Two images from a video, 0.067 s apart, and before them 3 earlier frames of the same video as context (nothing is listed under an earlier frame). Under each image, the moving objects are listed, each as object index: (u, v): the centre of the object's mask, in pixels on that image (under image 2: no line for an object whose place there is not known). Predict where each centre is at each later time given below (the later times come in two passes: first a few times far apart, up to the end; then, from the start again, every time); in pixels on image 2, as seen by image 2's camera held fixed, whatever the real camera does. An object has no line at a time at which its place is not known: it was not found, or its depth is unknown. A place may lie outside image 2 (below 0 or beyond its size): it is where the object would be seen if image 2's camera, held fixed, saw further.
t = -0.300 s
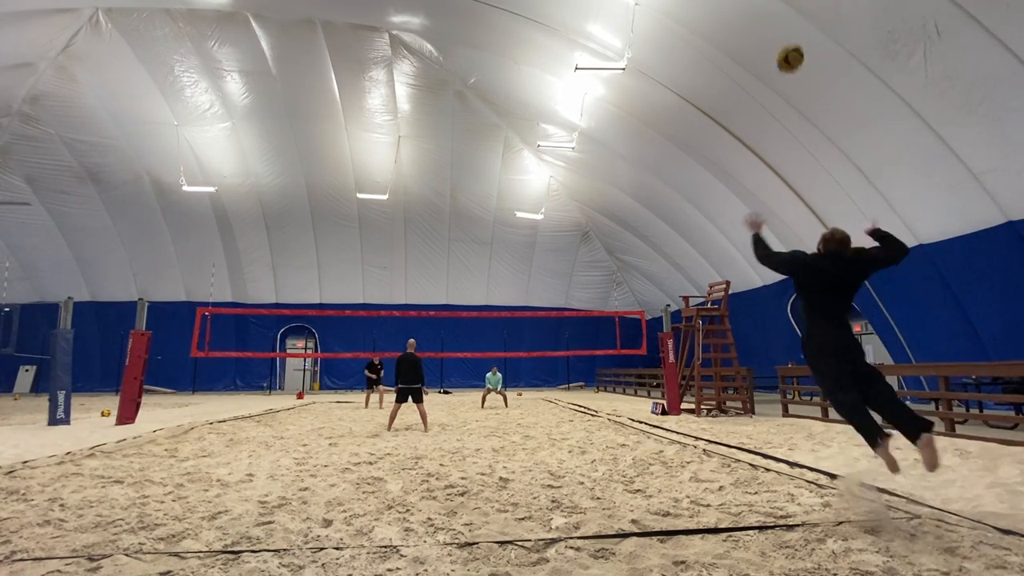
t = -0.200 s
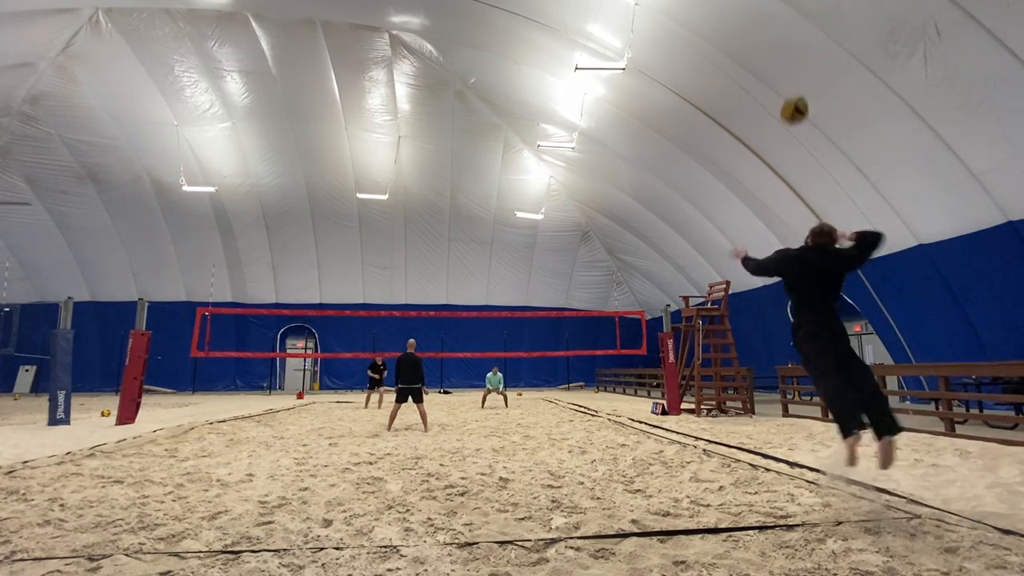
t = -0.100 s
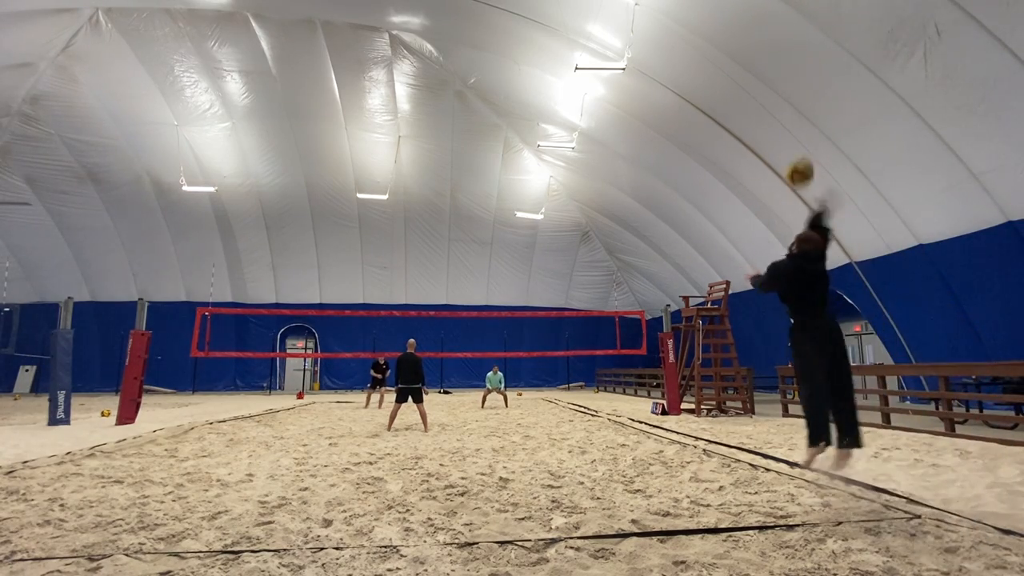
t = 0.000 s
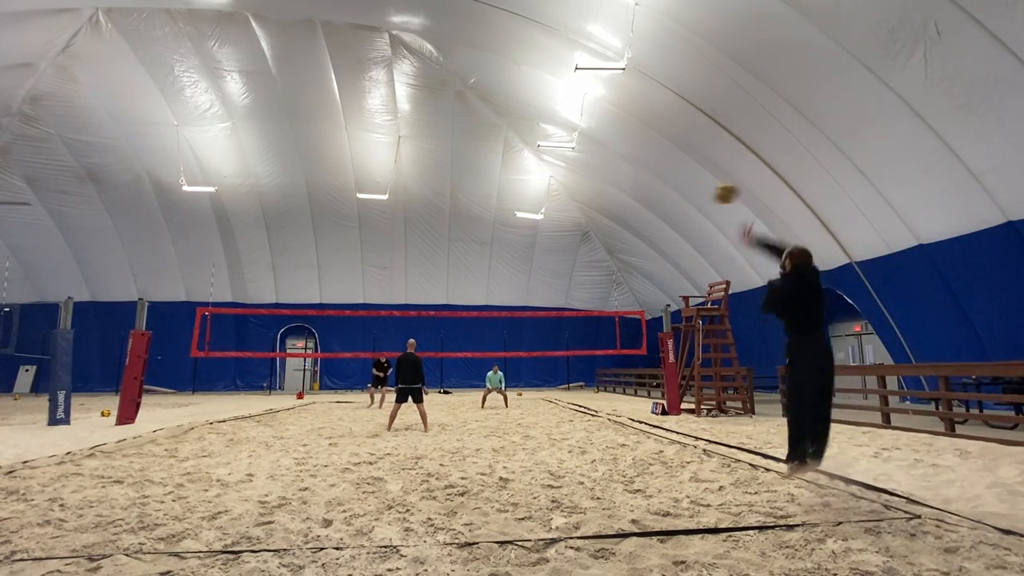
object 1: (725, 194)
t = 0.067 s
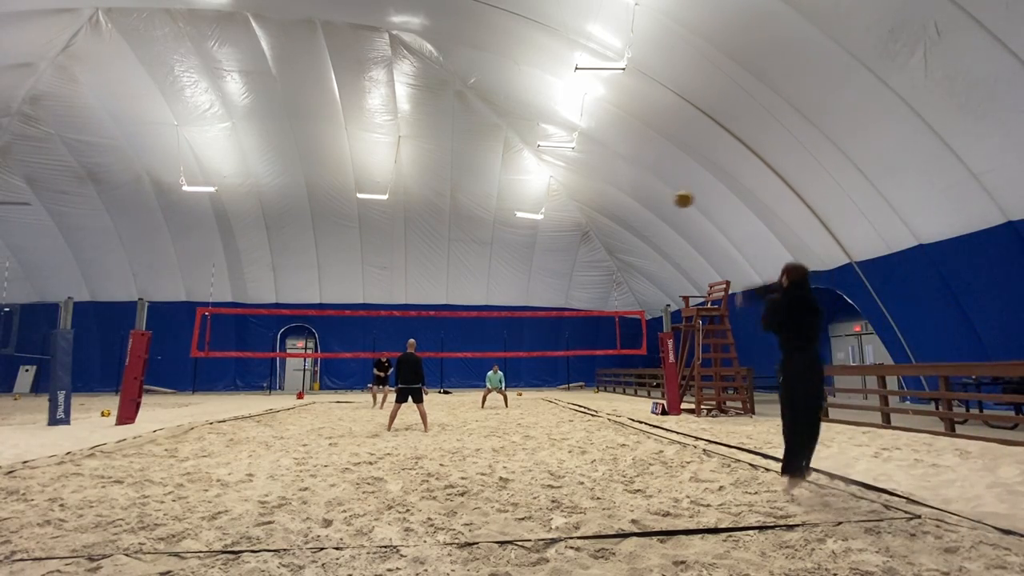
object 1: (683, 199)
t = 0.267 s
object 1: (616, 225)
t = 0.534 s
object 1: (576, 266)
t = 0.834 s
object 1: (557, 318)
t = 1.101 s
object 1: (548, 366)
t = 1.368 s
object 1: (549, 383)
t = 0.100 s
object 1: (667, 203)
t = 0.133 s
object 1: (654, 207)
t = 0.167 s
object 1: (642, 211)
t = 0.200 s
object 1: (632, 216)
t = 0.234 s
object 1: (623, 221)
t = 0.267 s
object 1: (616, 225)
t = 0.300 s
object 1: (609, 230)
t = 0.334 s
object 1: (602, 235)
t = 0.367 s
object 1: (596, 239)
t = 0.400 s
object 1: (592, 245)
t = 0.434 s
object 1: (587, 251)
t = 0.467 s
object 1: (583, 256)
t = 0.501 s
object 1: (580, 260)
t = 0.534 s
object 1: (576, 266)
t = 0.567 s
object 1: (573, 272)
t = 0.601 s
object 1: (571, 278)
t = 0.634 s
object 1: (568, 283)
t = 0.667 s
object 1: (566, 288)
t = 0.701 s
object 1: (564, 294)
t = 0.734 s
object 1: (562, 300)
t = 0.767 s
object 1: (560, 306)
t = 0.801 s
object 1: (558, 309)
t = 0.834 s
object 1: (557, 318)
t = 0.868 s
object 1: (555, 323)
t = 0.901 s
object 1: (554, 329)
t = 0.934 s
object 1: (553, 336)
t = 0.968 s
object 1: (552, 341)
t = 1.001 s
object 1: (551, 347)
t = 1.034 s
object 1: (550, 351)
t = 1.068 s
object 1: (549, 360)
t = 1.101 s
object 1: (548, 366)
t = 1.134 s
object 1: (547, 373)
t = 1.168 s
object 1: (547, 379)
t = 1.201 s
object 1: (546, 385)
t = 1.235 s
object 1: (546, 392)
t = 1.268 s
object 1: (546, 392)
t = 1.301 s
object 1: (547, 388)
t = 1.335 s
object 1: (548, 385)
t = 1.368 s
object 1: (549, 383)
